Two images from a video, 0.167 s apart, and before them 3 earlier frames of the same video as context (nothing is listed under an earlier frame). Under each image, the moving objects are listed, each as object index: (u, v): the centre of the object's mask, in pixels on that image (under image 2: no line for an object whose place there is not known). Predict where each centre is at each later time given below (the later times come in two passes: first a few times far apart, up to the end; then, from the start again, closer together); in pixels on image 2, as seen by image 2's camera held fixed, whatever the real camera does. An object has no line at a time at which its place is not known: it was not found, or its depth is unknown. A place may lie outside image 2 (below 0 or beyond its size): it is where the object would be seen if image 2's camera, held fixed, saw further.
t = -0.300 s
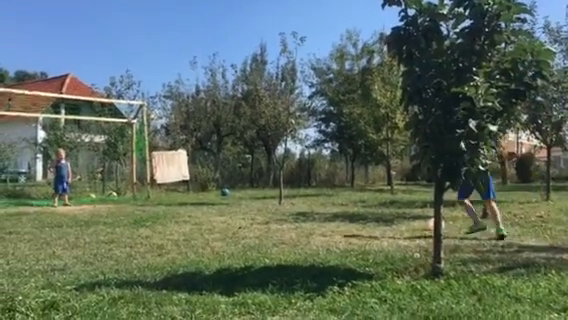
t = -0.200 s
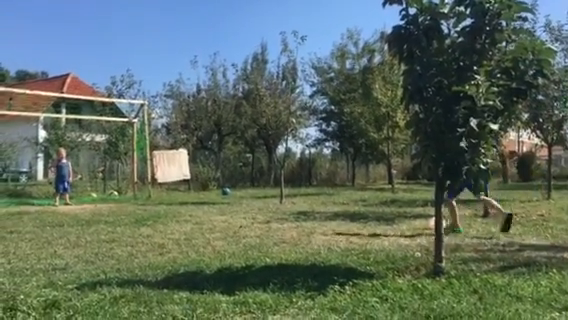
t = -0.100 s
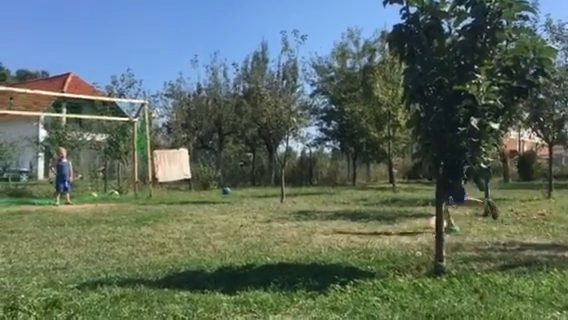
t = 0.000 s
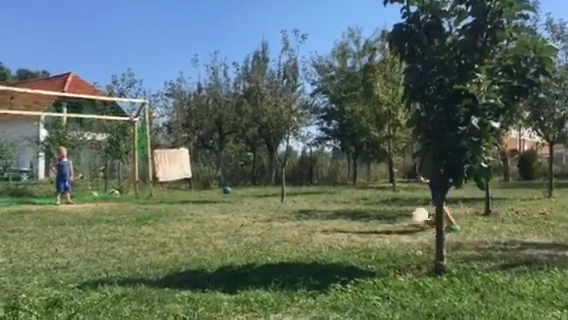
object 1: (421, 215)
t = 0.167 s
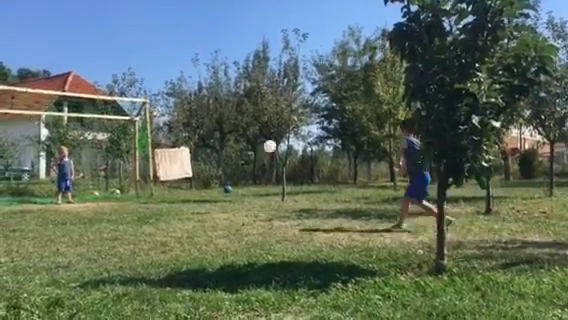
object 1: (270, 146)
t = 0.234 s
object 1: (227, 132)
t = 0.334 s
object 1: (173, 121)
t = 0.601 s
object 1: (77, 128)
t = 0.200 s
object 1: (247, 138)
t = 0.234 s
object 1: (227, 132)
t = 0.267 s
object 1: (208, 127)
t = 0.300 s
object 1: (190, 124)
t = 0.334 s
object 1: (173, 121)
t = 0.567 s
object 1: (88, 125)
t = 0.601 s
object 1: (77, 128)
